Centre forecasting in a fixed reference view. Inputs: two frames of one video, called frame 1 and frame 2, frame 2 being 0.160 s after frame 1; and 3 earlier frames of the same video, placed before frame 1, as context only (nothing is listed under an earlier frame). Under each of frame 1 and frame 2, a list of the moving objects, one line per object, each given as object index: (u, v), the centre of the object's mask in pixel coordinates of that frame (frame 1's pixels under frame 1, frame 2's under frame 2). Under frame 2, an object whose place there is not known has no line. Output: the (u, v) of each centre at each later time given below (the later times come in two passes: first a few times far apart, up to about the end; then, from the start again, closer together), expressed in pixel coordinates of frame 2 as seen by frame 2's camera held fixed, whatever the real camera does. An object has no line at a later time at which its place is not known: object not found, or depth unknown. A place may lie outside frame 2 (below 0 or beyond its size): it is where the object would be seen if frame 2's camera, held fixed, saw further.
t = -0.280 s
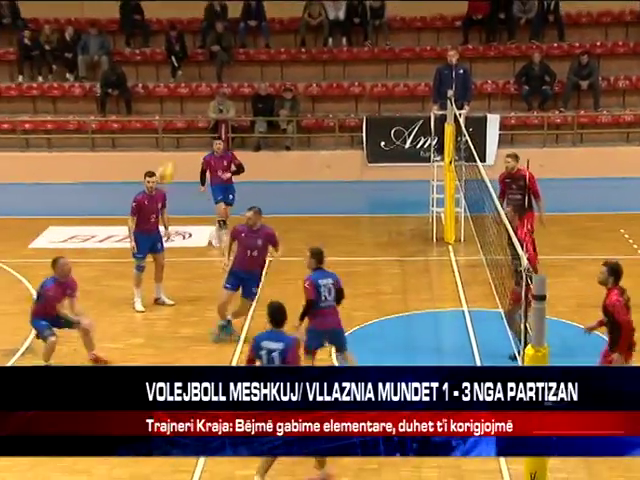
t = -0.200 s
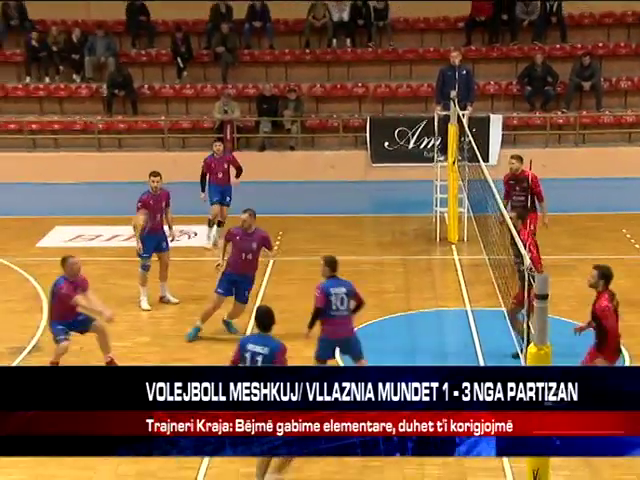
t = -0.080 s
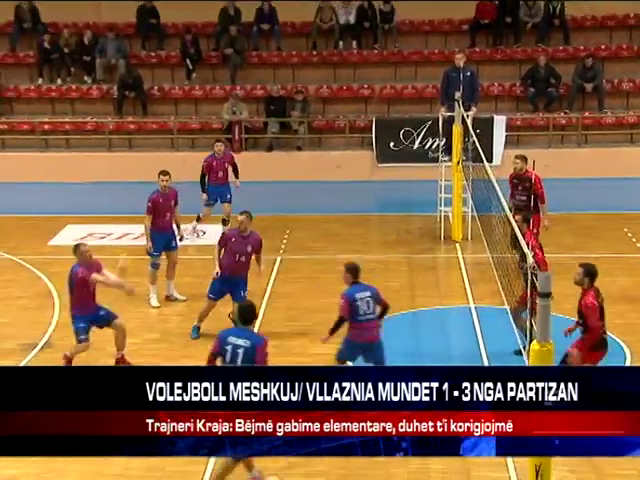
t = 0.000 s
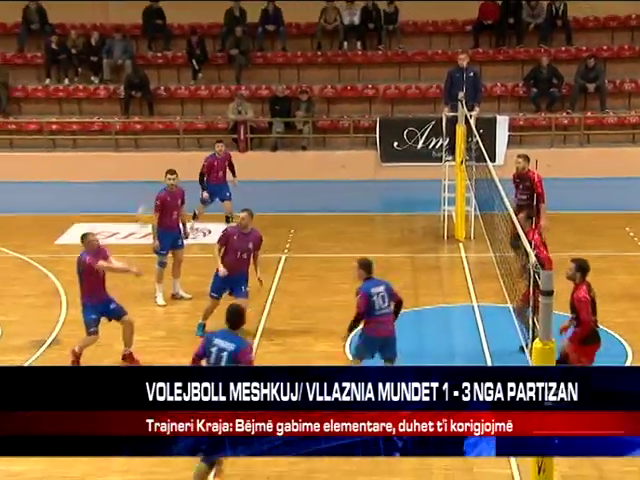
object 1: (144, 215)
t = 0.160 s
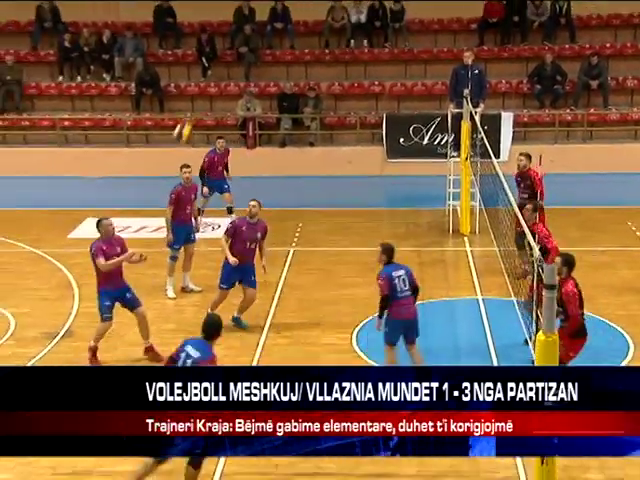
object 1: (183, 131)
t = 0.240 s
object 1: (198, 98)
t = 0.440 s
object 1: (239, 39)
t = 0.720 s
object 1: (300, 18)
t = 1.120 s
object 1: (390, 97)
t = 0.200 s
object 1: (190, 113)
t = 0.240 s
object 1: (198, 98)
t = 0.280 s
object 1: (207, 84)
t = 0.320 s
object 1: (215, 72)
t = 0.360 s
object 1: (224, 58)
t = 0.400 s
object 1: (232, 47)
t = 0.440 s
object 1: (239, 39)
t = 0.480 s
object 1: (248, 32)
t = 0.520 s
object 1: (256, 26)
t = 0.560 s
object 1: (265, 20)
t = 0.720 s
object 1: (300, 18)
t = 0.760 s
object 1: (310, 20)
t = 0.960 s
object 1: (356, 50)
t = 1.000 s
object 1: (364, 59)
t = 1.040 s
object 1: (373, 70)
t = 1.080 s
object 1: (382, 84)
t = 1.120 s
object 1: (390, 97)
